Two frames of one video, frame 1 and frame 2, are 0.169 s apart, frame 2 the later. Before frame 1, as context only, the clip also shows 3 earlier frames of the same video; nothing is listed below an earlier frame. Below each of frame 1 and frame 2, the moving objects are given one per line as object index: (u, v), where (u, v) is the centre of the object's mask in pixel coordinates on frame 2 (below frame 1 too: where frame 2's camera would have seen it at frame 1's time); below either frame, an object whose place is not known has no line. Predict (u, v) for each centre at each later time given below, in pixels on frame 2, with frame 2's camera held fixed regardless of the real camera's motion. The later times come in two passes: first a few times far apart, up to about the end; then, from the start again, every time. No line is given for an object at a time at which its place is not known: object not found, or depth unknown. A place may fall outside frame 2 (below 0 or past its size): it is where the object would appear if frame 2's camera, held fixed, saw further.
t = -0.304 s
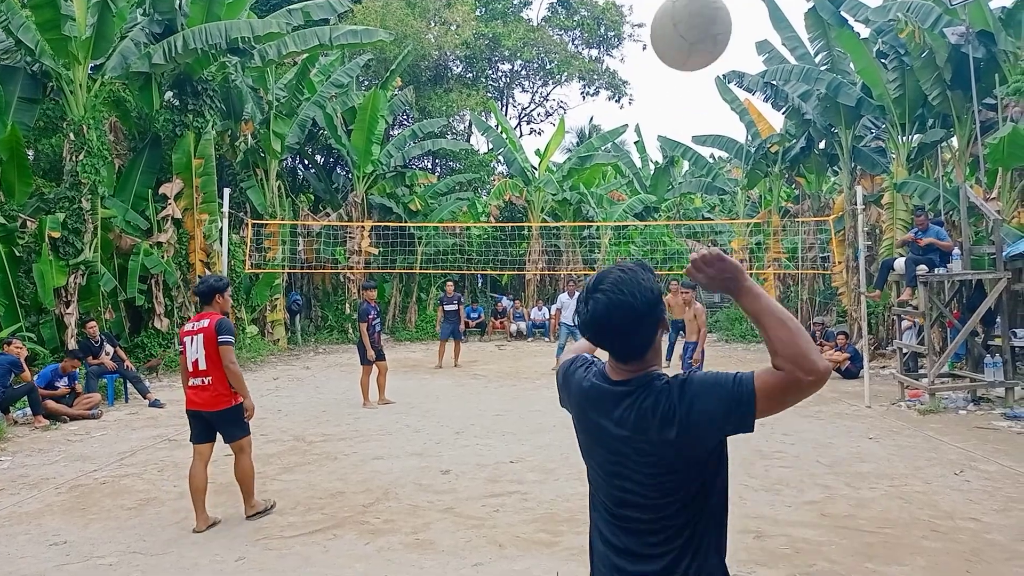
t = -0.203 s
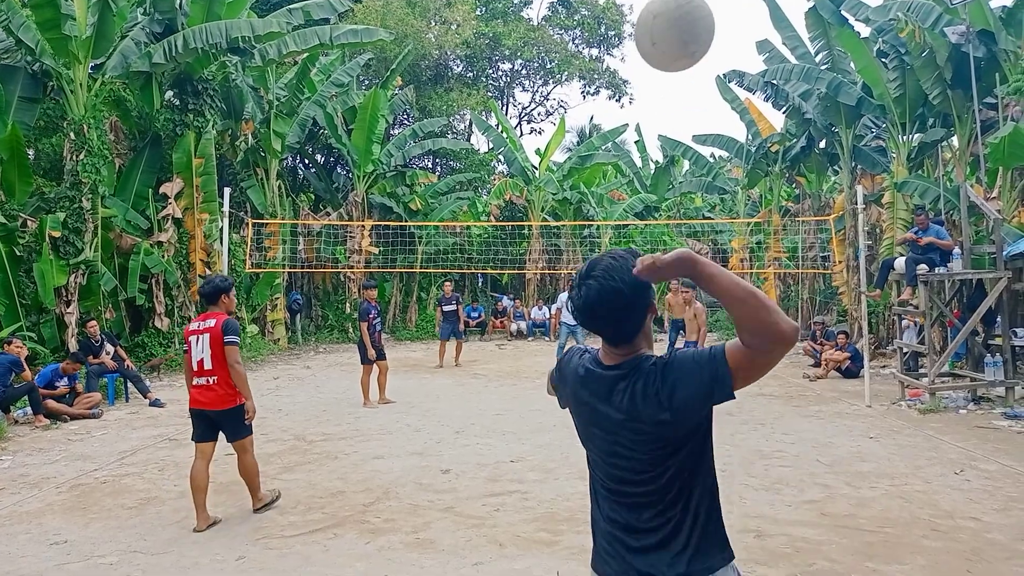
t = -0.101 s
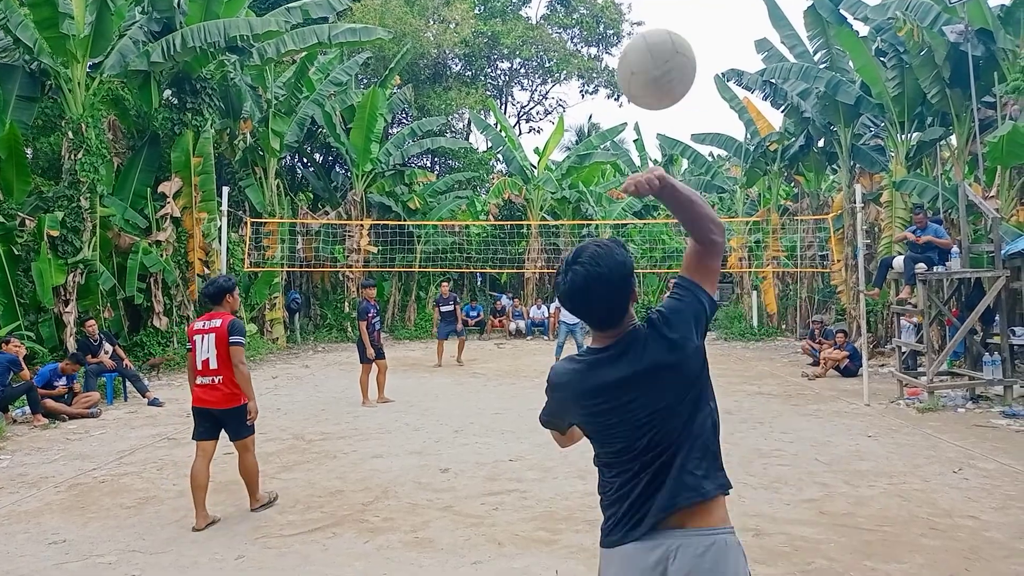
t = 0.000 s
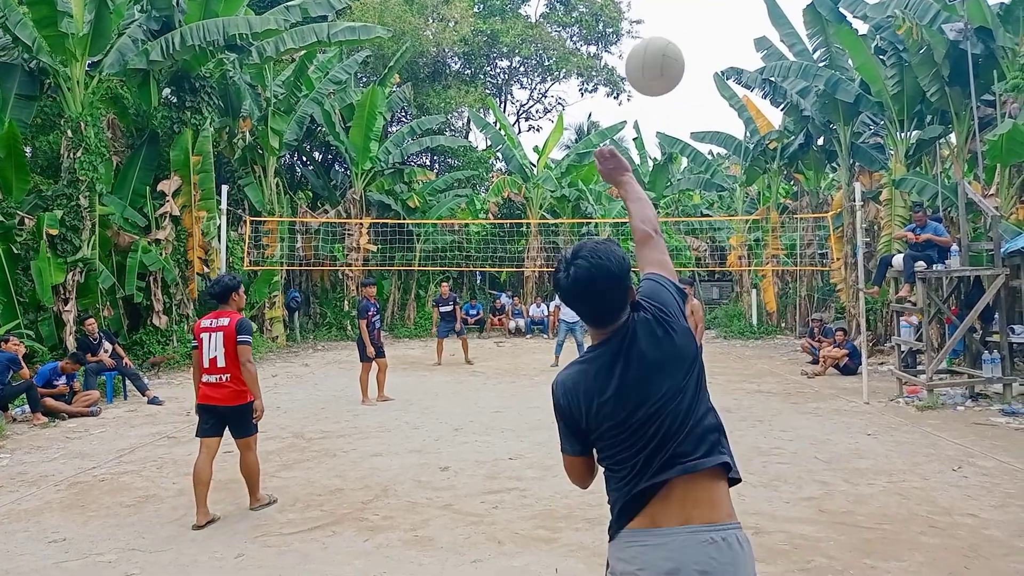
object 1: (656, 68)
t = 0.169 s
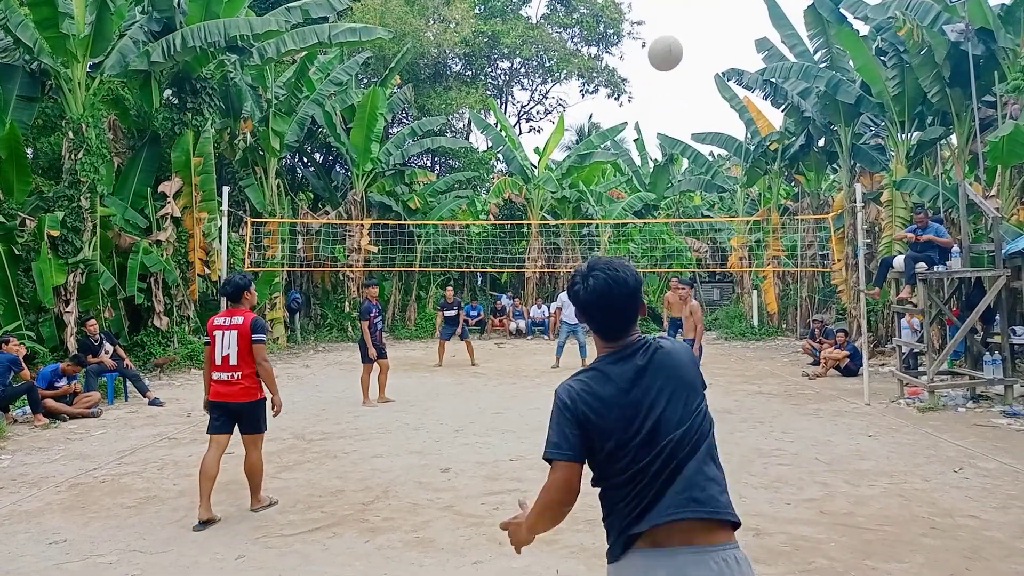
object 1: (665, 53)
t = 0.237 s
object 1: (669, 60)
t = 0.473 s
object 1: (684, 112)
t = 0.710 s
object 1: (691, 182)
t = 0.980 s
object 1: (700, 274)
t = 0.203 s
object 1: (667, 56)
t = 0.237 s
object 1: (669, 60)
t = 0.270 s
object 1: (672, 65)
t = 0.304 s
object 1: (674, 71)
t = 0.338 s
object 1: (676, 78)
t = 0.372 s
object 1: (678, 86)
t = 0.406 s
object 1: (680, 94)
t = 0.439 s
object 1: (682, 102)
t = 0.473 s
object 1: (684, 112)
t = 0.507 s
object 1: (685, 121)
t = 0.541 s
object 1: (686, 131)
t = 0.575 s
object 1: (688, 141)
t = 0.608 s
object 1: (689, 151)
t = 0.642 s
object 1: (690, 160)
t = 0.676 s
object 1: (690, 170)
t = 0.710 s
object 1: (691, 182)
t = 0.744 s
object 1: (693, 193)
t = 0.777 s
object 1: (694, 203)
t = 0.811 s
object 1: (695, 214)
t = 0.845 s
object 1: (696, 227)
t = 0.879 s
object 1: (697, 238)
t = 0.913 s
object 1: (699, 250)
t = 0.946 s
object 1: (699, 262)
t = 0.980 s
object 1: (700, 274)
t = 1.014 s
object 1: (701, 286)
